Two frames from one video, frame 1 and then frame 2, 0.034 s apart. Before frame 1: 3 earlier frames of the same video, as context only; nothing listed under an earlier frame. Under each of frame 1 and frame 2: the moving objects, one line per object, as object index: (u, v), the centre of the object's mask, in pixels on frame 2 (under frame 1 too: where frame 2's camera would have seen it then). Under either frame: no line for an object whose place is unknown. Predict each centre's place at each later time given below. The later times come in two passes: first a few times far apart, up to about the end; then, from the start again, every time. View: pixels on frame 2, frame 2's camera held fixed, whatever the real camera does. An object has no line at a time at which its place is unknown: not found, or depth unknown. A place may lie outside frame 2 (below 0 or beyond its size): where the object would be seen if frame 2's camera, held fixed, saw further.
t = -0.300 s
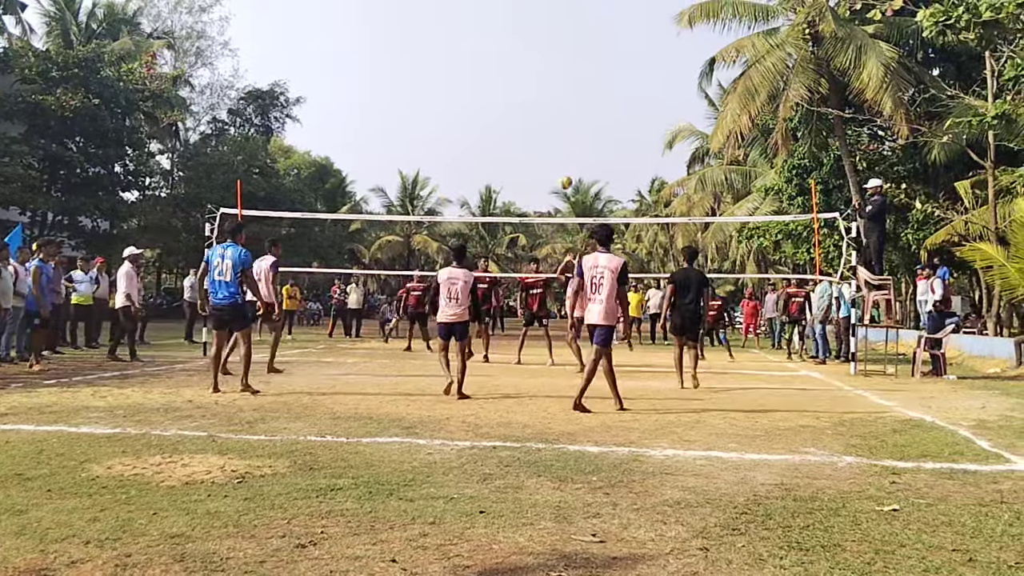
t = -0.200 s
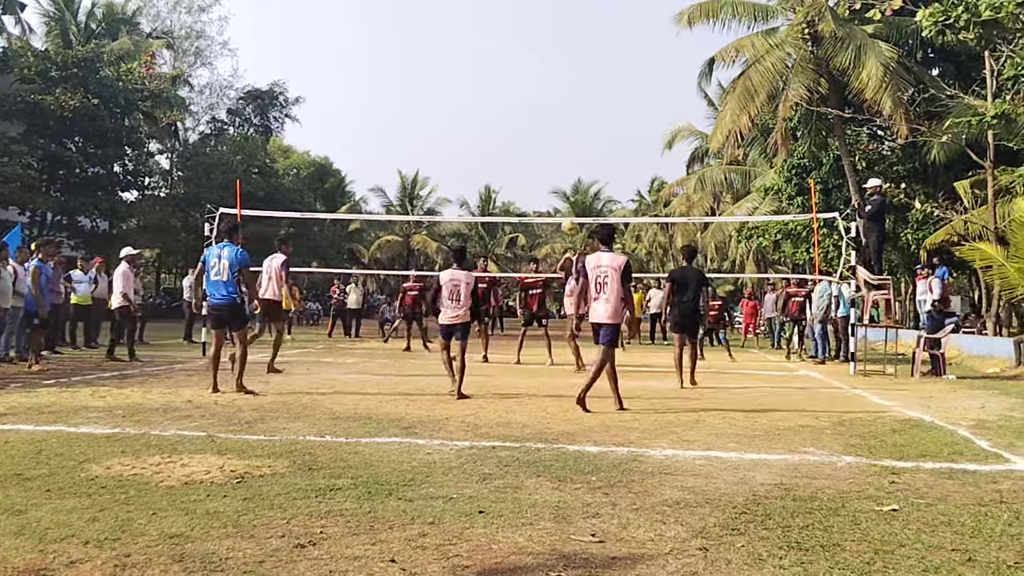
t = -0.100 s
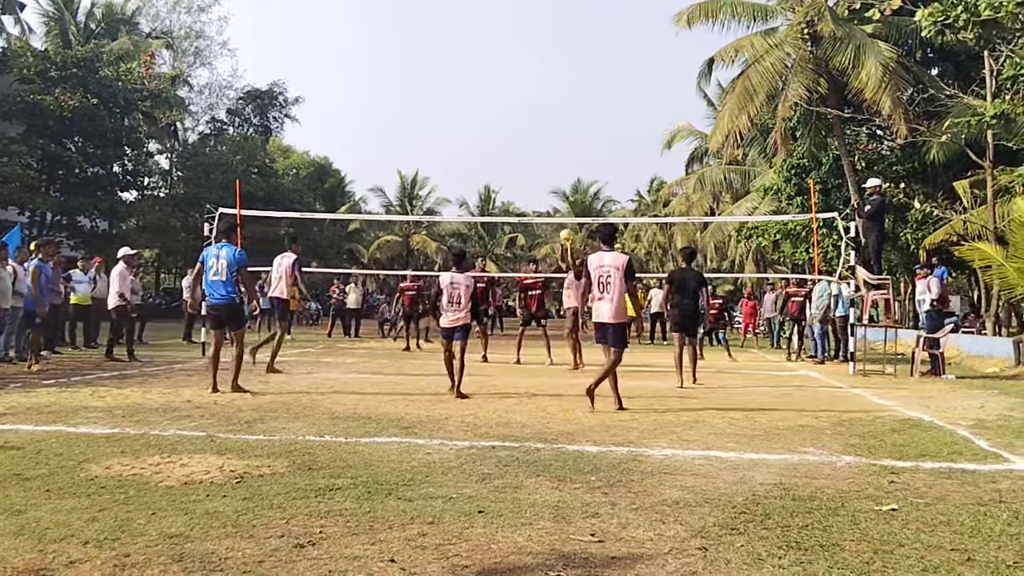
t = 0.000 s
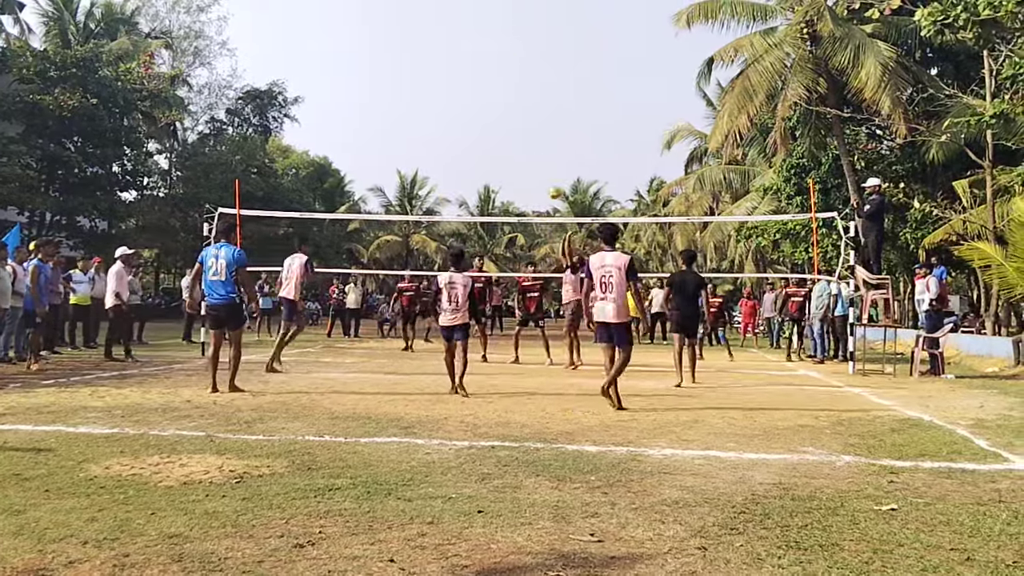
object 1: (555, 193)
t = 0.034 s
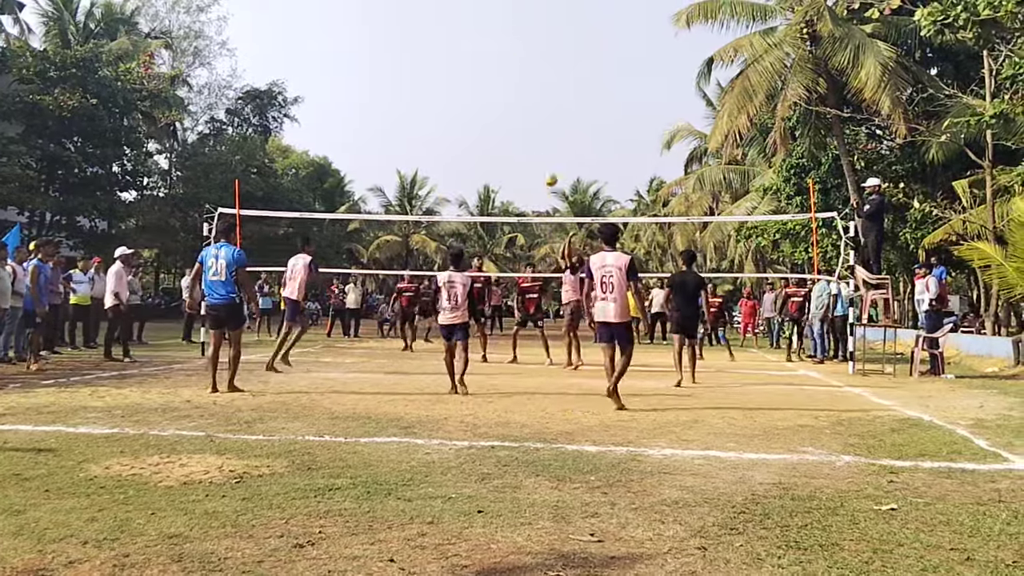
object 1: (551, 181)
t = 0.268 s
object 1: (523, 112)
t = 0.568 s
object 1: (488, 79)
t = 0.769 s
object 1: (465, 90)
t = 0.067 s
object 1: (547, 168)
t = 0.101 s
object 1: (543, 157)
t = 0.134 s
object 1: (539, 146)
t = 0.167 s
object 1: (535, 137)
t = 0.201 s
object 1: (531, 128)
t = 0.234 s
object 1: (527, 120)
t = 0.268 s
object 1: (523, 112)
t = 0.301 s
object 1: (519, 105)
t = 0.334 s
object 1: (515, 100)
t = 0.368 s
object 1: (511, 95)
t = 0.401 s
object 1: (508, 90)
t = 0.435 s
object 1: (504, 86)
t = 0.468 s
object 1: (500, 83)
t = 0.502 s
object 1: (496, 81)
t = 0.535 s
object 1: (492, 80)
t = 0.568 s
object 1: (488, 79)
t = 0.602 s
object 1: (484, 79)
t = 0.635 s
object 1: (480, 79)
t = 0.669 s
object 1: (476, 81)
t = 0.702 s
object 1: (472, 83)
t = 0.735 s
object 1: (468, 86)
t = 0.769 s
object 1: (465, 90)
